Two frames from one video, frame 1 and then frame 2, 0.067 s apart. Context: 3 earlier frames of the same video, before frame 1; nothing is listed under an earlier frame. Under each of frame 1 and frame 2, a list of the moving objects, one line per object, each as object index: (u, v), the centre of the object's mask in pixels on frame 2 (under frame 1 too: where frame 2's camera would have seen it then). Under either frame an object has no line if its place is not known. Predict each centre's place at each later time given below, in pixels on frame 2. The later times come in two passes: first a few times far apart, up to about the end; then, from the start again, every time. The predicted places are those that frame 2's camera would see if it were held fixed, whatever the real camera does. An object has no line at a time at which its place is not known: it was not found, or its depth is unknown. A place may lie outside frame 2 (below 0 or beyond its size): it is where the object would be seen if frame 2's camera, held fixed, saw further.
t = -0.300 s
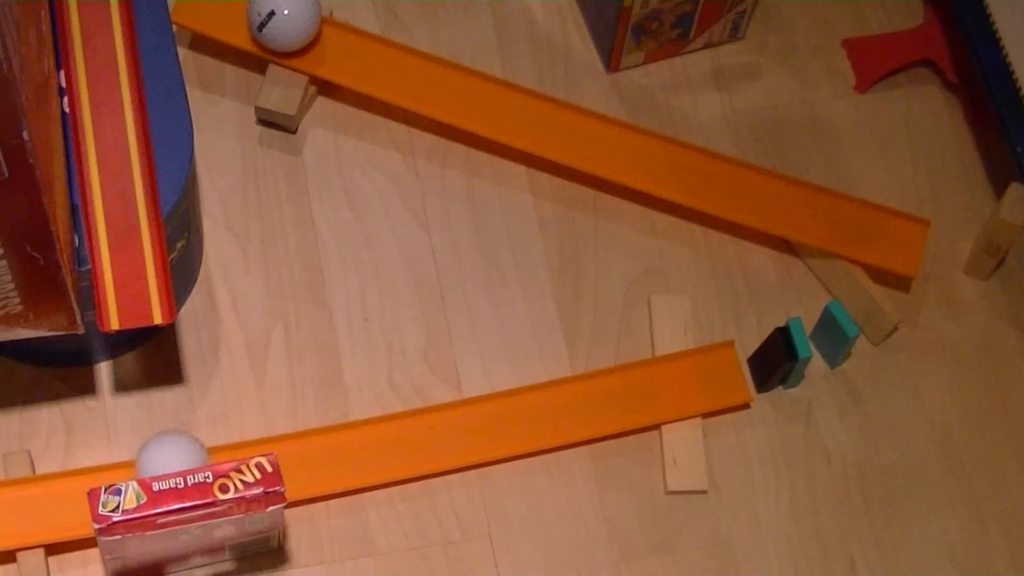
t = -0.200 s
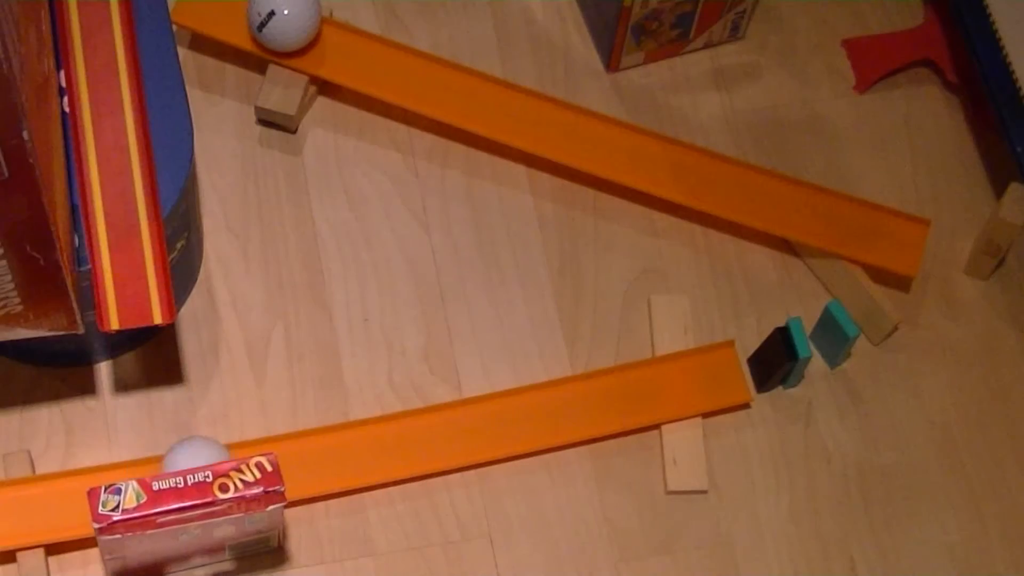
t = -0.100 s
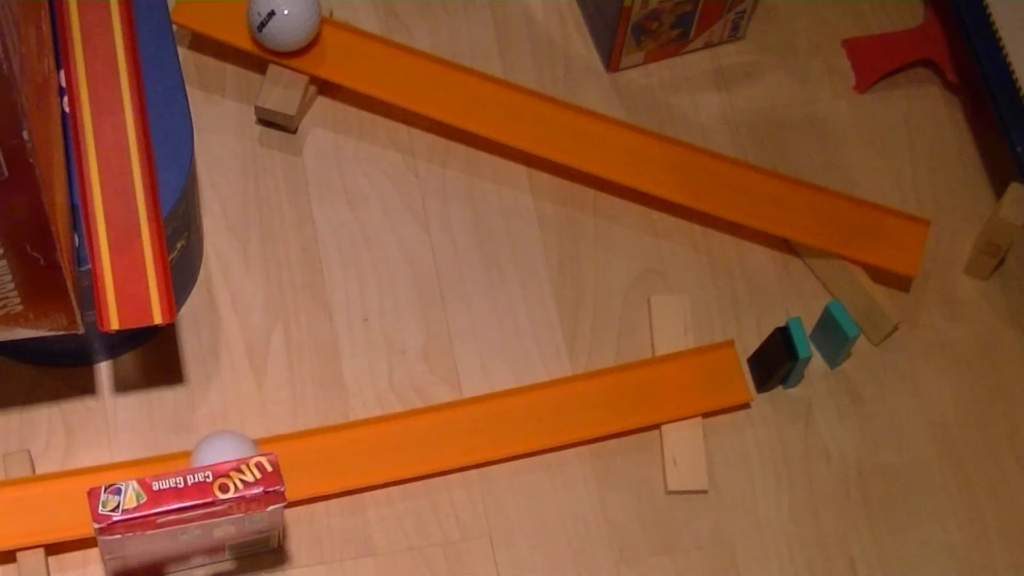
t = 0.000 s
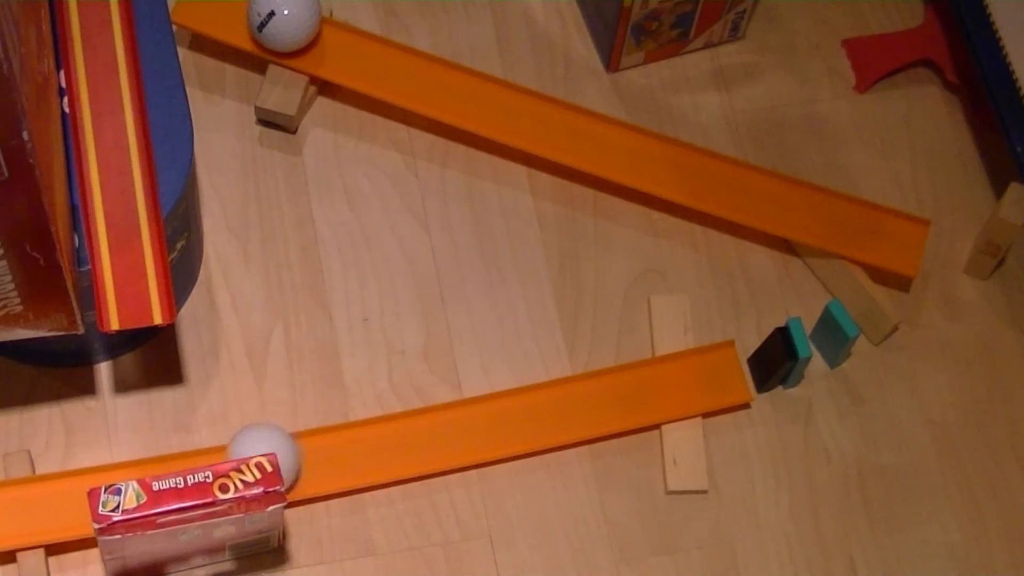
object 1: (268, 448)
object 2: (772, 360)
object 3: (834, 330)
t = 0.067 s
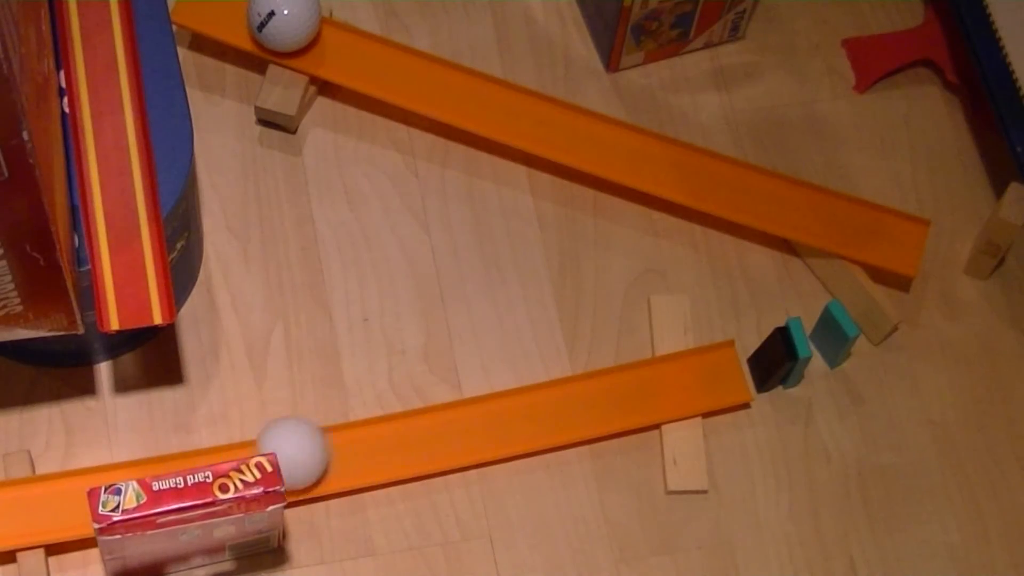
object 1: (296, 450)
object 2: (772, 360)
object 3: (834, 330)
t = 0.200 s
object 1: (360, 439)
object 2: (772, 360)
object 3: (834, 330)
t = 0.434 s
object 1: (481, 410)
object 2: (772, 360)
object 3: (834, 330)
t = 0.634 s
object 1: (585, 390)
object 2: (772, 360)
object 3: (834, 331)
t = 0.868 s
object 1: (684, 364)
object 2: (772, 360)
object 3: (834, 330)
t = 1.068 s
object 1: (734, 352)
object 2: (779, 360)
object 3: (834, 330)
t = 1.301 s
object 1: (724, 355)
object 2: (782, 359)
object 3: (839, 326)
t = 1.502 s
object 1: (702, 360)
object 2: (786, 363)
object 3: (864, 331)
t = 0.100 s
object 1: (309, 450)
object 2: (772, 360)
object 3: (834, 330)
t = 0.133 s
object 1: (324, 447)
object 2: (772, 360)
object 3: (834, 330)
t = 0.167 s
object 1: (342, 443)
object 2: (772, 360)
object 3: (834, 330)
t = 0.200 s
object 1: (360, 439)
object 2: (772, 360)
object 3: (834, 330)
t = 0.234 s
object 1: (378, 435)
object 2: (772, 360)
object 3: (834, 330)
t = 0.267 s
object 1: (395, 431)
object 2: (772, 360)
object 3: (834, 330)
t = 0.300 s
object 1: (413, 427)
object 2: (772, 360)
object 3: (834, 330)
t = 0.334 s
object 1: (430, 422)
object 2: (772, 360)
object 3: (834, 330)
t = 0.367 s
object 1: (447, 417)
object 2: (772, 360)
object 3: (834, 330)
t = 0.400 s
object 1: (465, 413)
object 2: (772, 360)
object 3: (834, 330)
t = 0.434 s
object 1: (481, 410)
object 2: (772, 360)
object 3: (834, 330)
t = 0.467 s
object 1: (499, 406)
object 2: (772, 360)
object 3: (834, 330)
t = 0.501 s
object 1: (517, 403)
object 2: (772, 360)
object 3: (834, 330)
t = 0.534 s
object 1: (535, 398)
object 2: (772, 360)
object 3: (834, 330)
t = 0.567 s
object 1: (551, 396)
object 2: (772, 360)
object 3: (834, 331)
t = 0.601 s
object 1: (568, 393)
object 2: (772, 360)
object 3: (834, 331)
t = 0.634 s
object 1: (585, 390)
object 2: (772, 360)
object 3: (834, 331)
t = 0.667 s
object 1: (601, 386)
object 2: (772, 360)
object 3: (834, 331)
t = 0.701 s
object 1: (616, 382)
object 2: (772, 360)
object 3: (834, 331)
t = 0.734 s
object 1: (631, 379)
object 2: (772, 360)
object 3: (834, 330)
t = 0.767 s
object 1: (645, 376)
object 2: (772, 360)
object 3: (834, 330)
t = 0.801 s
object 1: (659, 371)
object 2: (772, 360)
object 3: (834, 330)
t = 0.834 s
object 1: (671, 368)
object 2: (772, 360)
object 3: (834, 330)
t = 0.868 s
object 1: (684, 364)
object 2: (772, 360)
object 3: (834, 330)
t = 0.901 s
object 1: (696, 361)
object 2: (772, 360)
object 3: (834, 331)
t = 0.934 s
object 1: (708, 359)
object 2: (772, 360)
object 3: (834, 331)
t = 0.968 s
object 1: (719, 356)
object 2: (773, 360)
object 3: (834, 331)
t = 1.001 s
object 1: (731, 353)
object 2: (776, 360)
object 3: (834, 331)
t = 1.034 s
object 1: (734, 352)
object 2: (778, 360)
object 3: (834, 331)
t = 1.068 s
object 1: (734, 352)
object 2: (779, 360)
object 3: (834, 330)
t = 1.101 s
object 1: (734, 352)
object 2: (779, 360)
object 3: (835, 330)
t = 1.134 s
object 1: (734, 352)
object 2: (779, 360)
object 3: (835, 330)
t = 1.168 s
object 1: (733, 352)
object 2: (780, 359)
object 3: (835, 330)
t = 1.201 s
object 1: (732, 353)
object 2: (780, 359)
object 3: (836, 329)
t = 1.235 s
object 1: (730, 353)
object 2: (780, 359)
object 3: (836, 329)
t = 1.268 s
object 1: (727, 354)
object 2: (780, 360)
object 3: (837, 329)
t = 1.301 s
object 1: (724, 355)
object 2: (782, 359)
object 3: (839, 326)
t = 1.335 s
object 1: (721, 355)
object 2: (784, 360)
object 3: (842, 324)
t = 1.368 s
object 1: (718, 356)
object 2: (786, 360)
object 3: (847, 319)
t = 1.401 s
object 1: (714, 357)
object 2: (786, 360)
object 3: (856, 314)
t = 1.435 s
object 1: (710, 357)
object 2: (787, 360)
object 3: (869, 313)
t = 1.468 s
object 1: (707, 358)
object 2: (788, 361)
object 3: (882, 316)
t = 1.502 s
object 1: (702, 360)
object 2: (786, 363)
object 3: (864, 331)
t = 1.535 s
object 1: (698, 360)
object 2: (783, 367)
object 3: (892, 321)
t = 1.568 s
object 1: (692, 361)
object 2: (784, 371)
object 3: (889, 321)
